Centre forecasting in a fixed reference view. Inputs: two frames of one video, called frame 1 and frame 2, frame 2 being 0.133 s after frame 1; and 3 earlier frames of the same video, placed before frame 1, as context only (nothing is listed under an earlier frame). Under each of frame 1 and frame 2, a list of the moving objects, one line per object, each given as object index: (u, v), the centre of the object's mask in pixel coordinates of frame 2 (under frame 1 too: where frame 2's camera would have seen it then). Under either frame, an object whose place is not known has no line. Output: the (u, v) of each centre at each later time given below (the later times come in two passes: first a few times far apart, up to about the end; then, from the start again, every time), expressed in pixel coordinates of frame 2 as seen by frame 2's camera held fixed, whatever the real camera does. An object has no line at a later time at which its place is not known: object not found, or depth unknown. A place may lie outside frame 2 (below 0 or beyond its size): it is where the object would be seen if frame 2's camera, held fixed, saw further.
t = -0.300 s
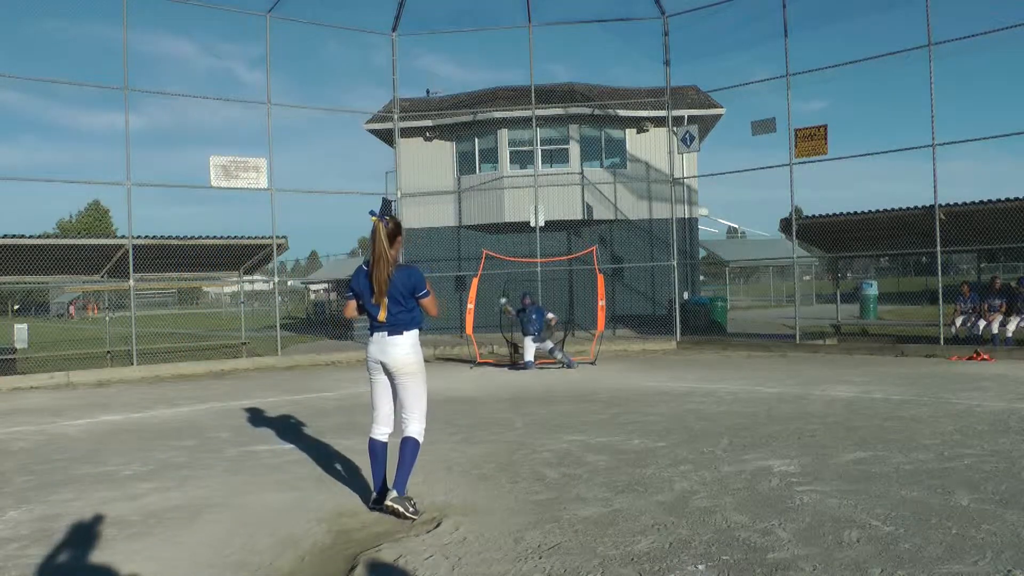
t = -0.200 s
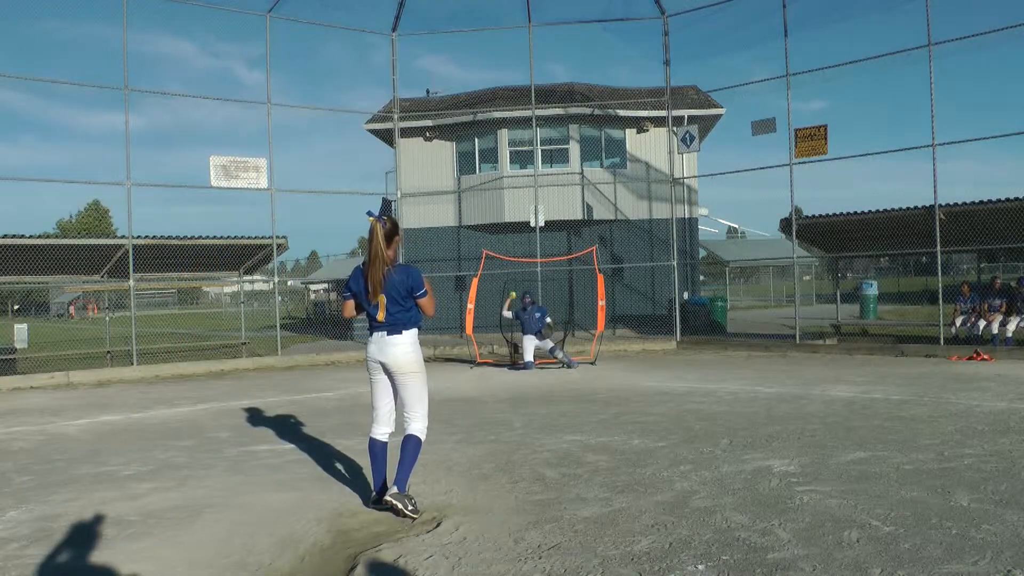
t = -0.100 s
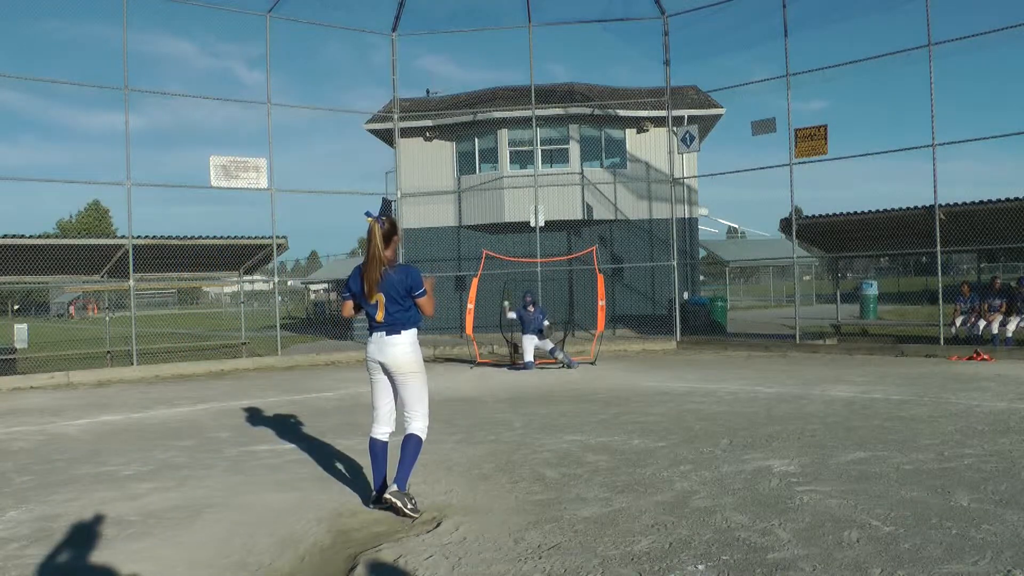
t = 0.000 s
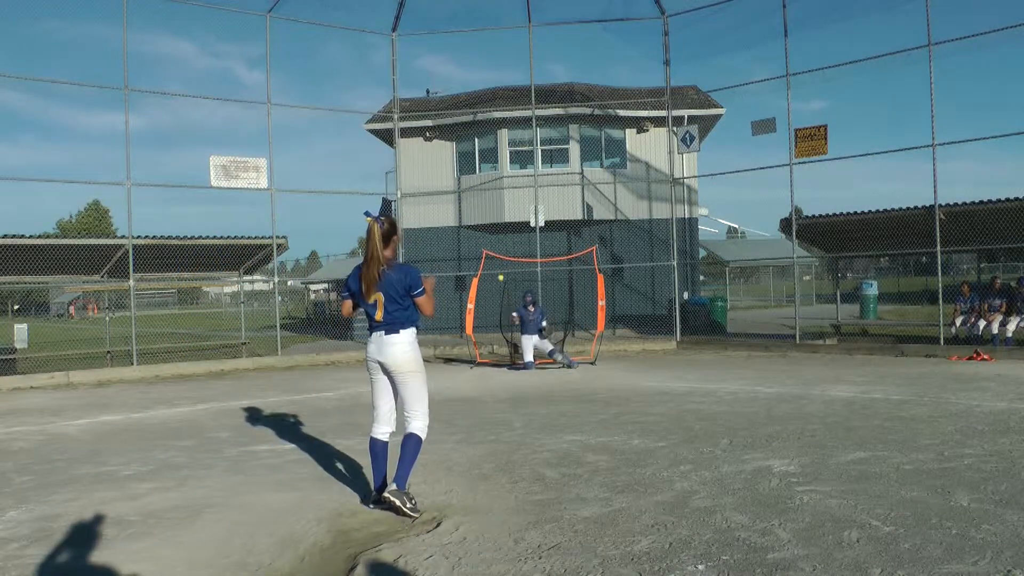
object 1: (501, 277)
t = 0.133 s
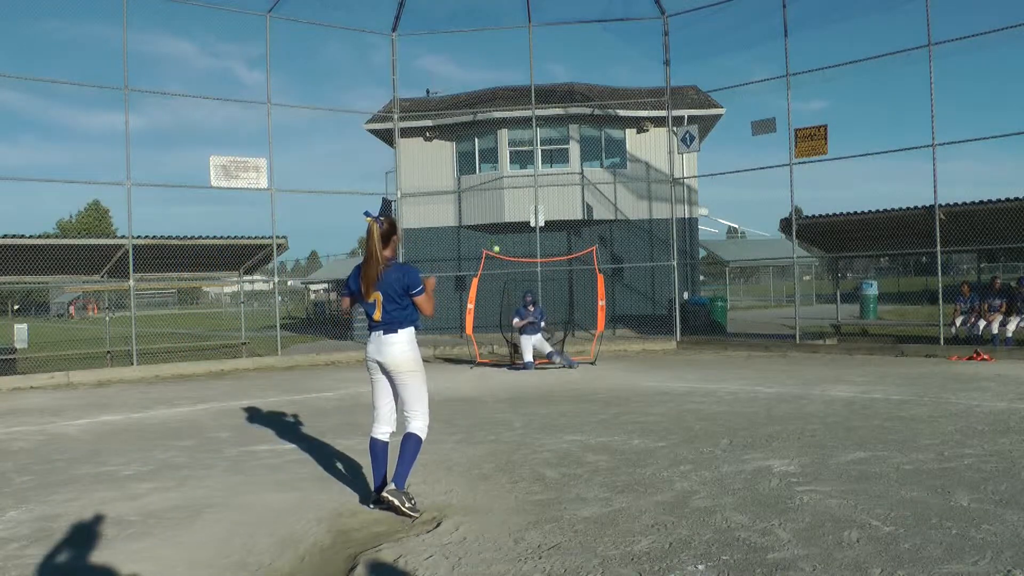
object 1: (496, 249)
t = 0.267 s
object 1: (491, 226)
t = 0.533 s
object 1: (479, 211)
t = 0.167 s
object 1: (495, 243)
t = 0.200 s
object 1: (494, 236)
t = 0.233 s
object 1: (492, 229)
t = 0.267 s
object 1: (491, 226)
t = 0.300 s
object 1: (490, 221)
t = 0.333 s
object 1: (488, 217)
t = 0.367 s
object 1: (487, 214)
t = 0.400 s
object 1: (486, 212)
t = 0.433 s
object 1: (483, 210)
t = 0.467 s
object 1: (482, 209)
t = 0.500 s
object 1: (481, 210)
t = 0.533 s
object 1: (479, 211)
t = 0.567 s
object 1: (477, 214)
